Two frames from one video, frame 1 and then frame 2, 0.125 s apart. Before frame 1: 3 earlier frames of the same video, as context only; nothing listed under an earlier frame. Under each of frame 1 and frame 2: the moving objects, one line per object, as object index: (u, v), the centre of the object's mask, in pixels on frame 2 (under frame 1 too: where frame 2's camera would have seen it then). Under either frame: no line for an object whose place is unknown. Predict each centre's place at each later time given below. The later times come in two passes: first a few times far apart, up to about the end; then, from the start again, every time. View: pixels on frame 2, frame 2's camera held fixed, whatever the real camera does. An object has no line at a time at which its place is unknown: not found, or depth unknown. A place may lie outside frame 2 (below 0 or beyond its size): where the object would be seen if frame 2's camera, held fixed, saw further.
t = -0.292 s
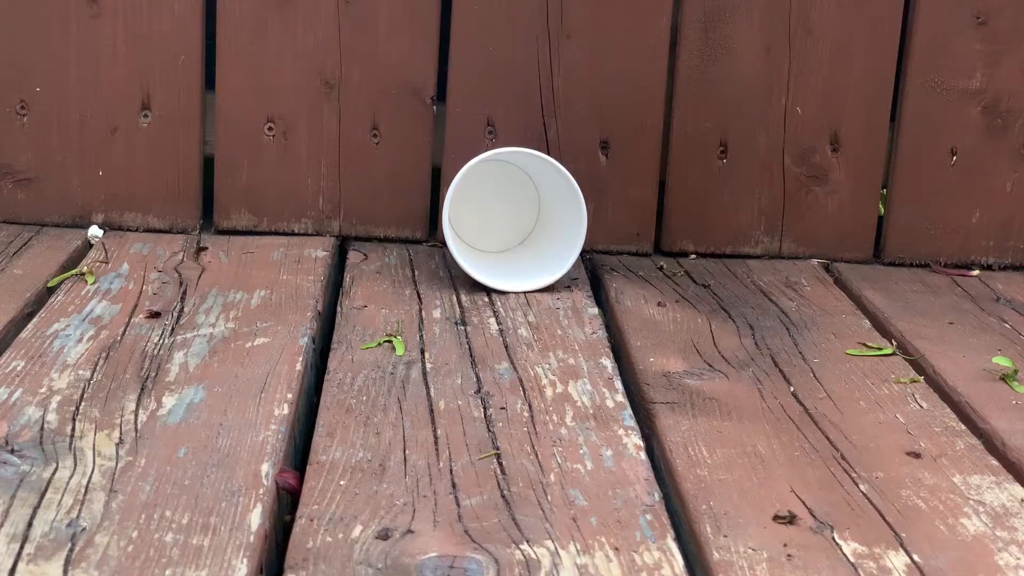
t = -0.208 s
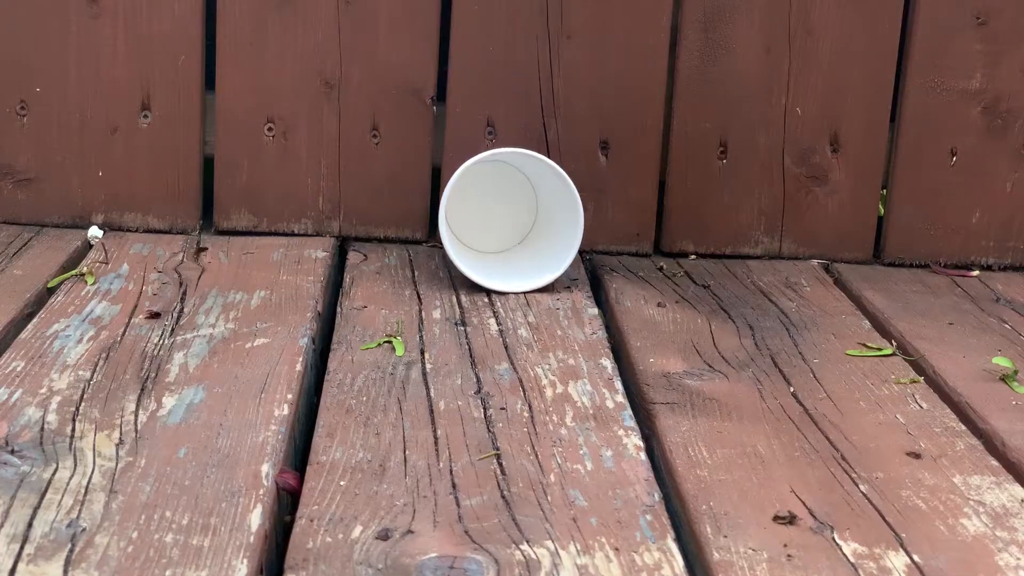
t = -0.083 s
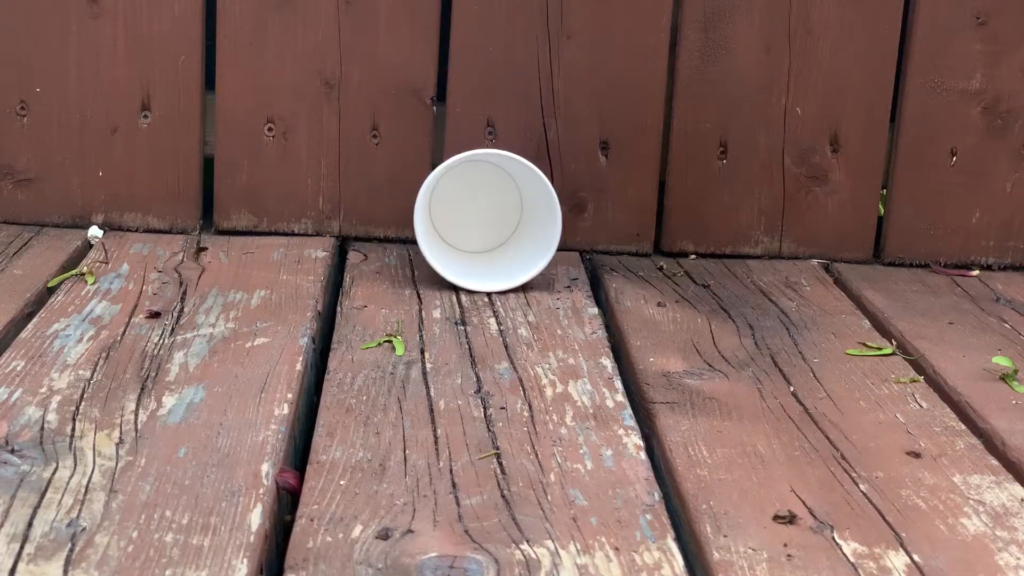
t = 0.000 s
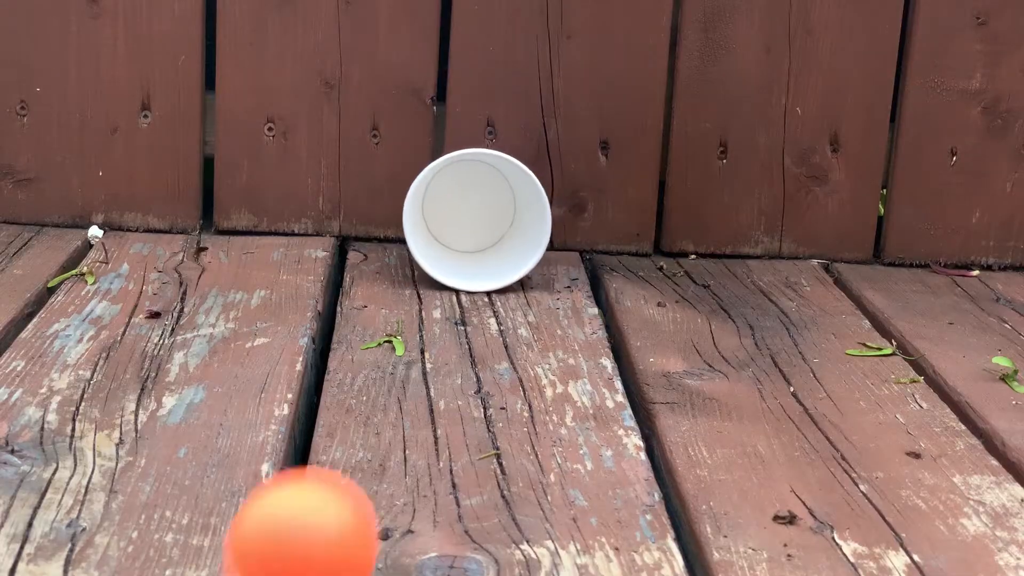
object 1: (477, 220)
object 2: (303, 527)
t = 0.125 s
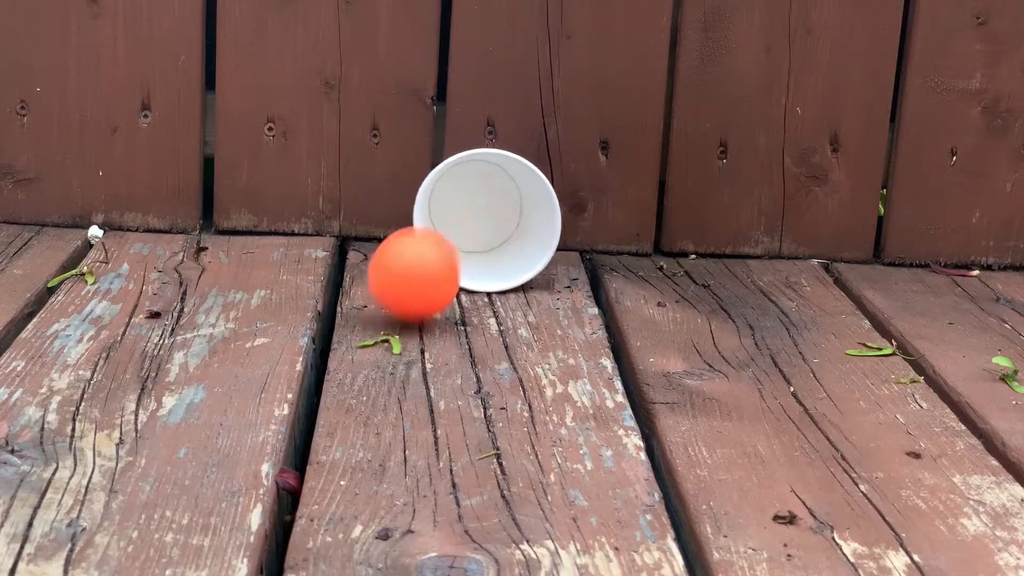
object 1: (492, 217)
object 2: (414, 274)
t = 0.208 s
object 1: (451, 204)
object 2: (433, 232)
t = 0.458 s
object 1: (460, 210)
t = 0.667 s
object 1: (475, 225)
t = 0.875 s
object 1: (516, 247)
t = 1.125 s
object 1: (566, 265)
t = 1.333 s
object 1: (649, 288)
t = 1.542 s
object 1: (764, 316)
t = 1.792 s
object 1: (900, 329)
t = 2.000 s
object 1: (900, 329)
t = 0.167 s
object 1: (468, 200)
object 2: (435, 240)
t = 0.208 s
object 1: (451, 204)
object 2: (433, 232)
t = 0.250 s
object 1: (458, 210)
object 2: (408, 217)
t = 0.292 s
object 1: (457, 206)
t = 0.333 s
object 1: (457, 205)
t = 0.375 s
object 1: (457, 206)
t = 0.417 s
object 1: (458, 208)
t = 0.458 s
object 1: (460, 210)
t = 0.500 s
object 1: (463, 212)
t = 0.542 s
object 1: (464, 215)
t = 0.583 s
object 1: (468, 219)
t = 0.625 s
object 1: (472, 222)
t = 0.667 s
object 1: (475, 225)
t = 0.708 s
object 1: (481, 230)
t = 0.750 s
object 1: (489, 235)
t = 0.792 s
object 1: (497, 239)
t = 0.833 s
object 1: (507, 243)
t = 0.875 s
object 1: (516, 247)
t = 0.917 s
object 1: (521, 249)
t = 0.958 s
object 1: (531, 251)
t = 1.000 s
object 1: (539, 254)
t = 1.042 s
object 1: (549, 258)
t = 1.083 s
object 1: (559, 262)
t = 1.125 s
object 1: (566, 265)
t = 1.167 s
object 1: (576, 269)
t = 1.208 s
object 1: (593, 274)
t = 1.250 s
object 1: (609, 279)
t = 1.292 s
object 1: (631, 284)
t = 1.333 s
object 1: (649, 288)
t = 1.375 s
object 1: (660, 291)
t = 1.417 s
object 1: (682, 295)
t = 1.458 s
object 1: (708, 301)
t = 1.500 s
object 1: (734, 308)
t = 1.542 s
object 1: (764, 316)
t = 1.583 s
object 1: (797, 321)
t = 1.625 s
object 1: (815, 324)
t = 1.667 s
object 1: (840, 327)
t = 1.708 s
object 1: (867, 329)
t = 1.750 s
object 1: (886, 329)
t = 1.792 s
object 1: (900, 329)
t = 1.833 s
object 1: (907, 330)
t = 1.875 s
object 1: (907, 330)
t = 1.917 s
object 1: (911, 330)
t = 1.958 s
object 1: (906, 330)
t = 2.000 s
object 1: (900, 329)
